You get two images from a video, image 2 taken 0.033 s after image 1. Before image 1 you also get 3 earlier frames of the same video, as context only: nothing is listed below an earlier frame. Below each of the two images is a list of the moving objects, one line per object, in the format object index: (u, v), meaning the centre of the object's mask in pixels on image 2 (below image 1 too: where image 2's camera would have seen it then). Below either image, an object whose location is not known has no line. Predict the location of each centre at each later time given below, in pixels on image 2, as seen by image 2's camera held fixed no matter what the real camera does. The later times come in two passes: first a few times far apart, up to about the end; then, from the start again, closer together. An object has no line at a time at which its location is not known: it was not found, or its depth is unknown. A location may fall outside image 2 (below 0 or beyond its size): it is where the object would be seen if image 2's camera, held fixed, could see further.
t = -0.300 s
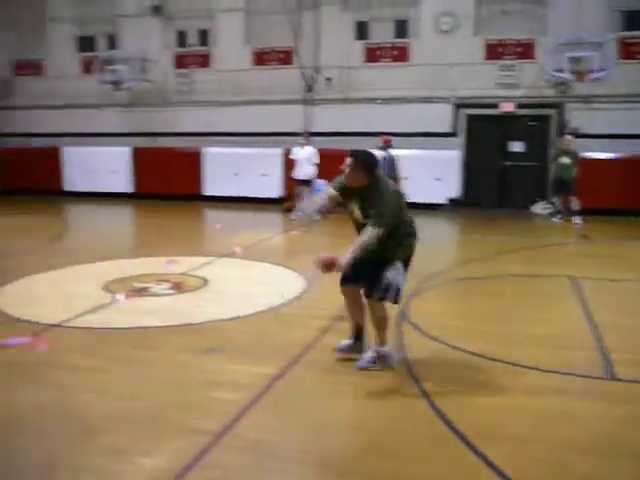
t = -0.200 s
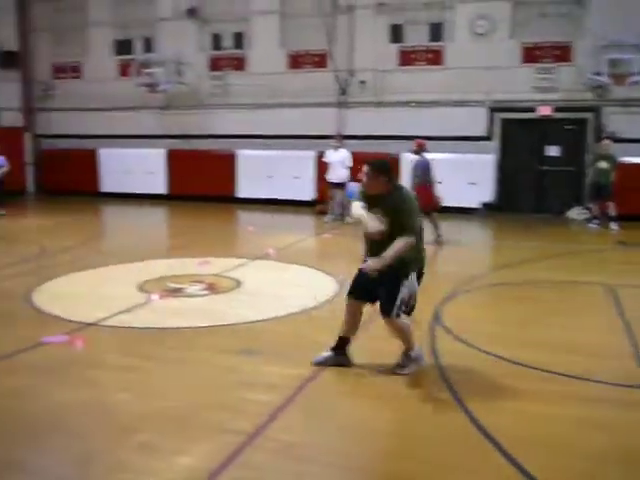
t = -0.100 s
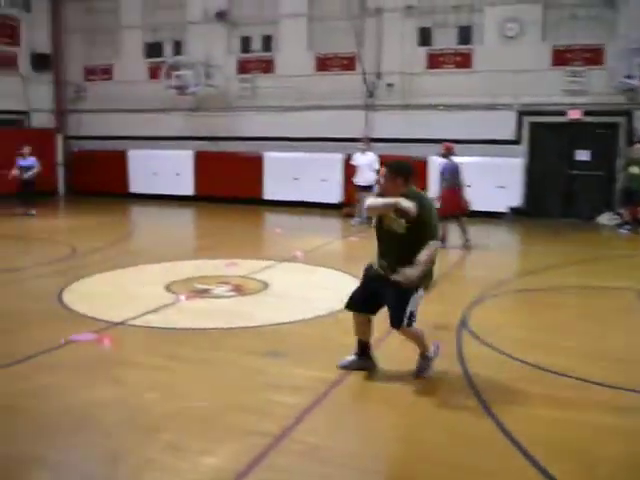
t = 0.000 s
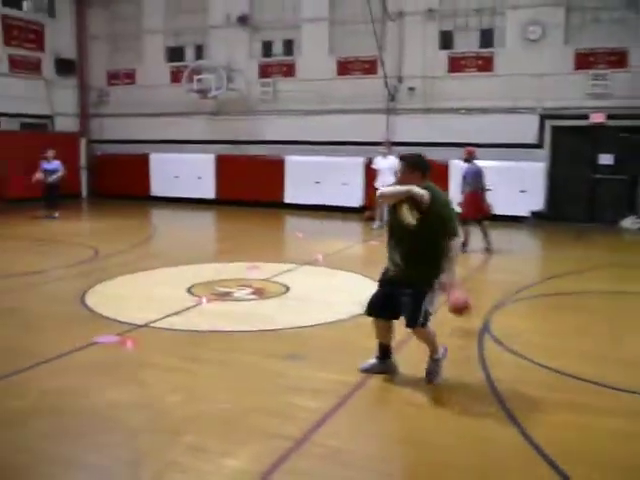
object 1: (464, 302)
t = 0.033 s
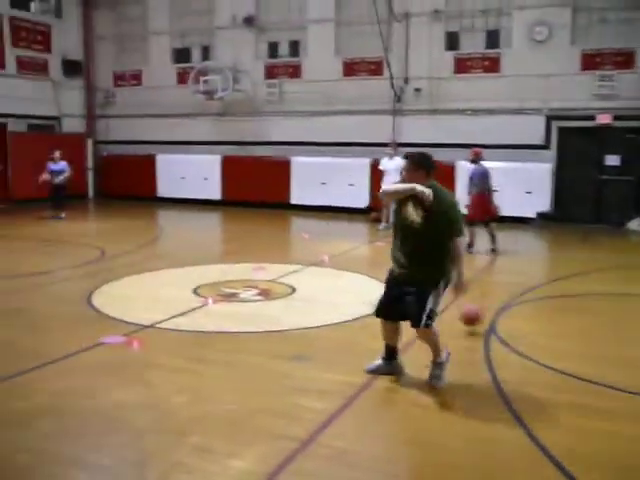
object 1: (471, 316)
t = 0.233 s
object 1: (503, 294)
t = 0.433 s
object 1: (532, 291)
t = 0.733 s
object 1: (570, 311)
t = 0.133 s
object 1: (487, 311)
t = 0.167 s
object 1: (493, 303)
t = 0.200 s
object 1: (498, 298)
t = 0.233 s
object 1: (503, 294)
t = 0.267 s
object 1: (508, 291)
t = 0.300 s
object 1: (514, 289)
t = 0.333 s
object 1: (518, 288)
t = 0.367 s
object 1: (522, 288)
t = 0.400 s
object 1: (528, 289)
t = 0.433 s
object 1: (532, 291)
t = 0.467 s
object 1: (536, 294)
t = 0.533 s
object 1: (547, 306)
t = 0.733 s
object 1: (570, 311)
